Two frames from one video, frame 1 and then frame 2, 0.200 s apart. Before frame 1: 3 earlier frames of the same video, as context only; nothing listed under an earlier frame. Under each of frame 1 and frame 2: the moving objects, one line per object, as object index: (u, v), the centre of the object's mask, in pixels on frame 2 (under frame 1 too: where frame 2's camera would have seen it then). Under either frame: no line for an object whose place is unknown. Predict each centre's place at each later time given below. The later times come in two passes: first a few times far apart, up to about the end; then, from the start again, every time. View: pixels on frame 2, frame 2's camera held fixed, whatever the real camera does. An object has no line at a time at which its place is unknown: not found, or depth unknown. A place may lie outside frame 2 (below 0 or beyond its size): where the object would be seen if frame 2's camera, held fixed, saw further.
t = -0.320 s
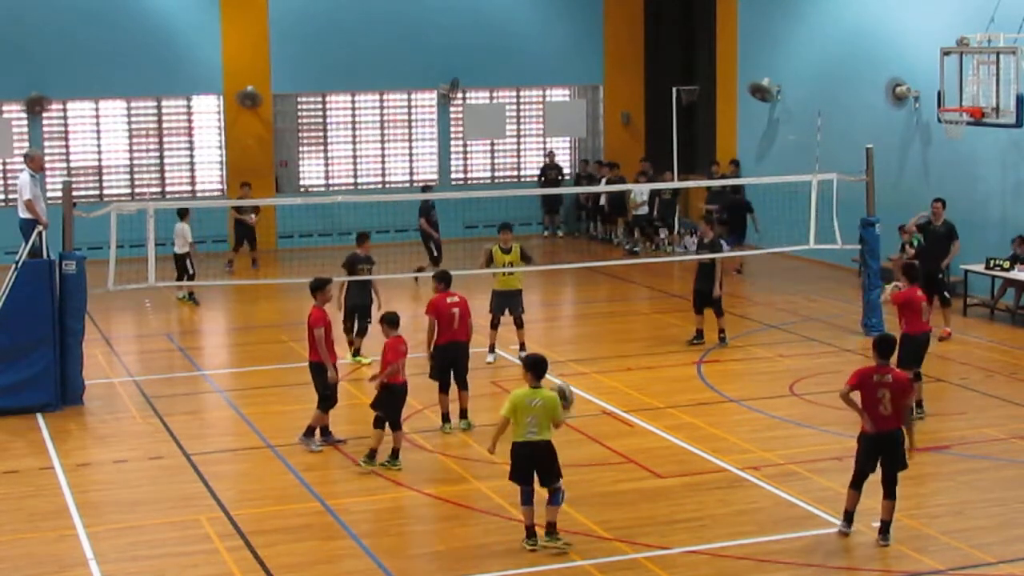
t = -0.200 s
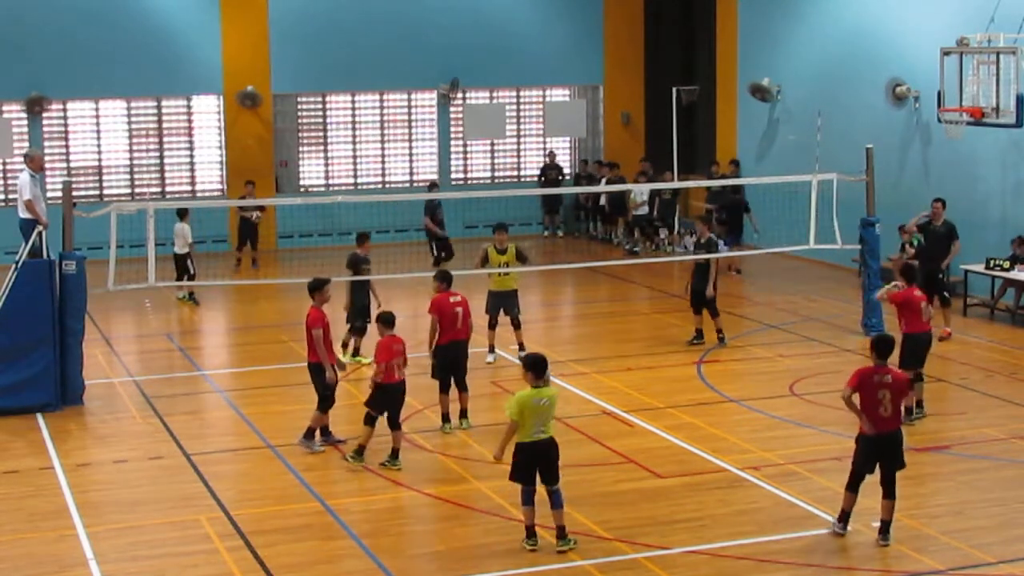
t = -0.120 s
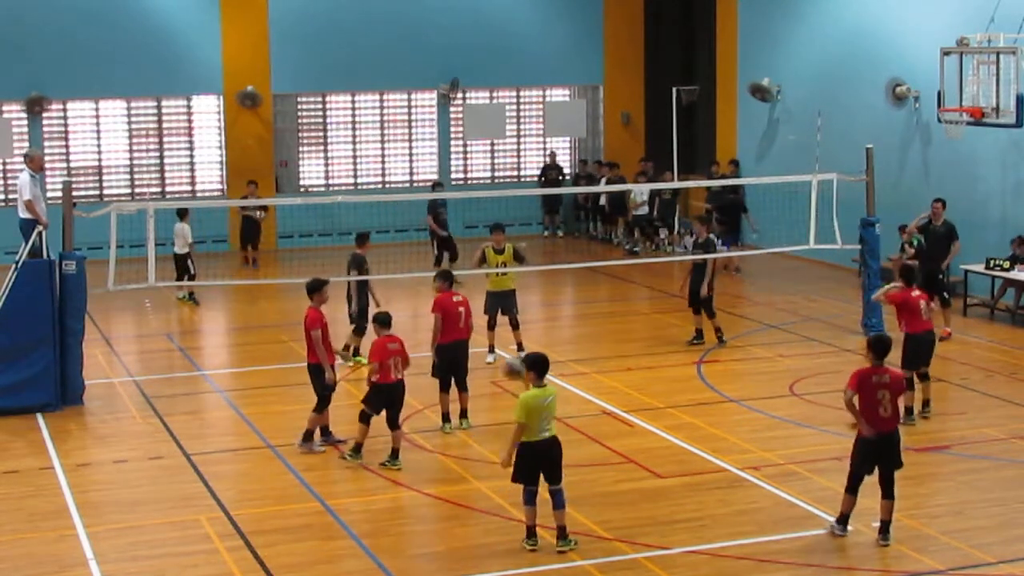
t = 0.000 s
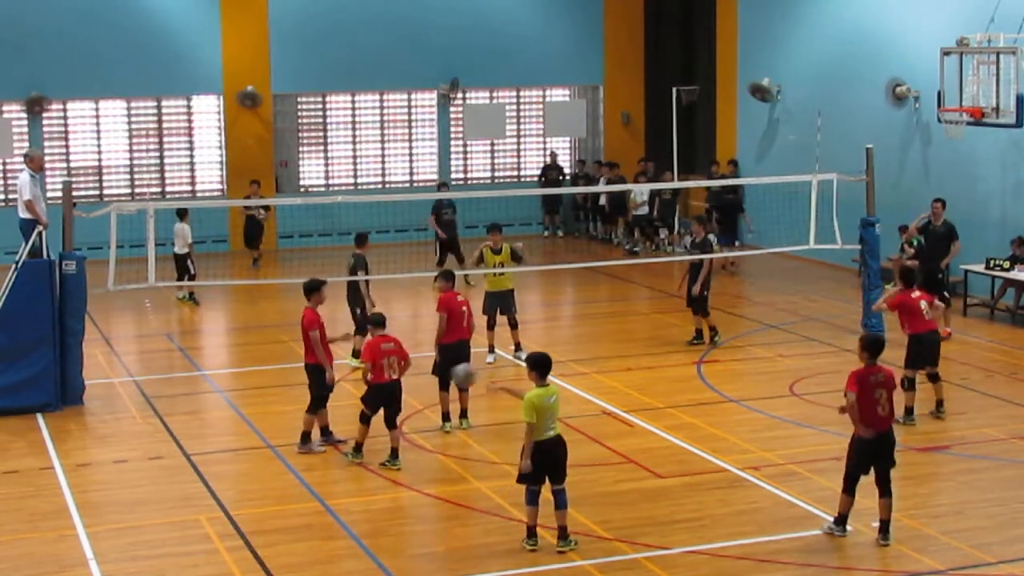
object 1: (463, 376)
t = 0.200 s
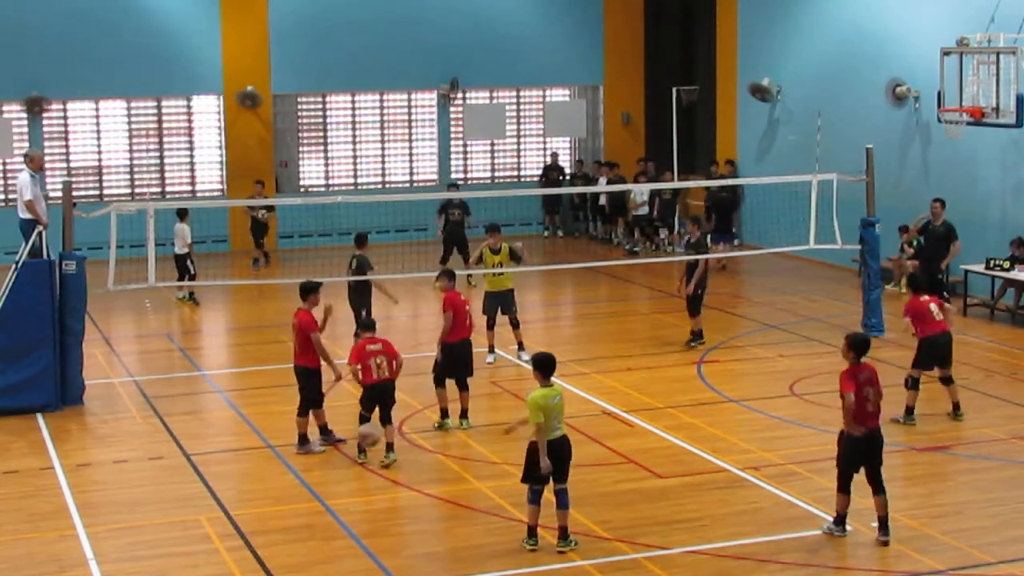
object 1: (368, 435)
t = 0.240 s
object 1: (348, 452)
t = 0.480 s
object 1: (257, 497)
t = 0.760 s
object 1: (192, 436)
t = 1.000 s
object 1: (137, 455)
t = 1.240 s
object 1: (89, 538)
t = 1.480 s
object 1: (31, 480)
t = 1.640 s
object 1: (3, 472)
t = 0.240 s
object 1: (348, 452)
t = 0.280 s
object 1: (330, 472)
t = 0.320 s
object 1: (312, 493)
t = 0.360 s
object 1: (293, 515)
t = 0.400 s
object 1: (278, 533)
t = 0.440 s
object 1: (267, 514)
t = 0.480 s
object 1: (257, 497)
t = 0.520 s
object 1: (248, 483)
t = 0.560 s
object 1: (238, 472)
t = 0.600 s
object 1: (229, 460)
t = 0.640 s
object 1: (219, 452)
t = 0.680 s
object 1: (210, 445)
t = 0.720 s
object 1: (200, 440)
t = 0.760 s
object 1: (192, 436)
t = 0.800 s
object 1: (182, 435)
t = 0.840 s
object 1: (173, 435)
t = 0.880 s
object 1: (164, 437)
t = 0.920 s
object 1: (155, 441)
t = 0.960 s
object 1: (146, 447)
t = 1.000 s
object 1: (137, 455)
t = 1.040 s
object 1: (129, 463)
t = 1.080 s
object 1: (121, 476)
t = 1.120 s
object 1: (113, 489)
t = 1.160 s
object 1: (105, 503)
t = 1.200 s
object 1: (96, 520)
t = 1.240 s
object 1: (89, 538)
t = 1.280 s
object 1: (79, 531)
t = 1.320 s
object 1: (68, 517)
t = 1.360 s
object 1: (59, 505)
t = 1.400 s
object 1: (50, 497)
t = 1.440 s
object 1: (40, 487)
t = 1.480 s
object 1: (31, 480)
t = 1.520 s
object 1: (22, 475)
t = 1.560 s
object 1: (12, 473)
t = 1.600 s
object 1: (7, 471)
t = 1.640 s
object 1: (3, 472)
